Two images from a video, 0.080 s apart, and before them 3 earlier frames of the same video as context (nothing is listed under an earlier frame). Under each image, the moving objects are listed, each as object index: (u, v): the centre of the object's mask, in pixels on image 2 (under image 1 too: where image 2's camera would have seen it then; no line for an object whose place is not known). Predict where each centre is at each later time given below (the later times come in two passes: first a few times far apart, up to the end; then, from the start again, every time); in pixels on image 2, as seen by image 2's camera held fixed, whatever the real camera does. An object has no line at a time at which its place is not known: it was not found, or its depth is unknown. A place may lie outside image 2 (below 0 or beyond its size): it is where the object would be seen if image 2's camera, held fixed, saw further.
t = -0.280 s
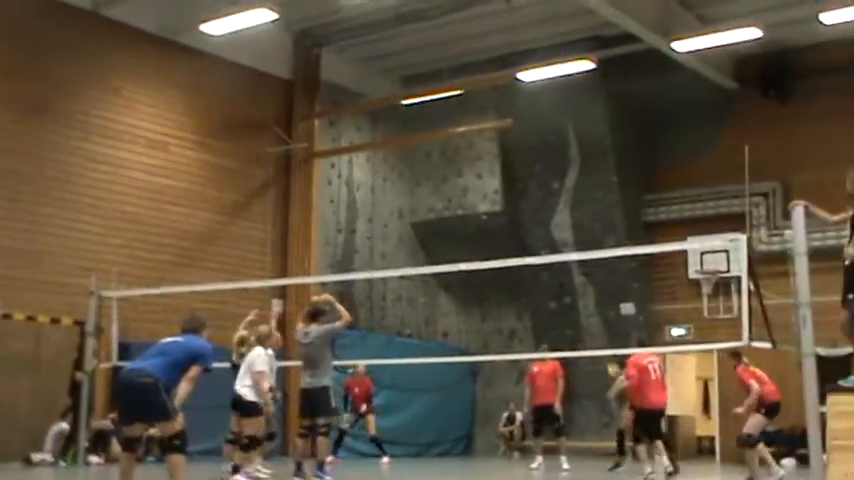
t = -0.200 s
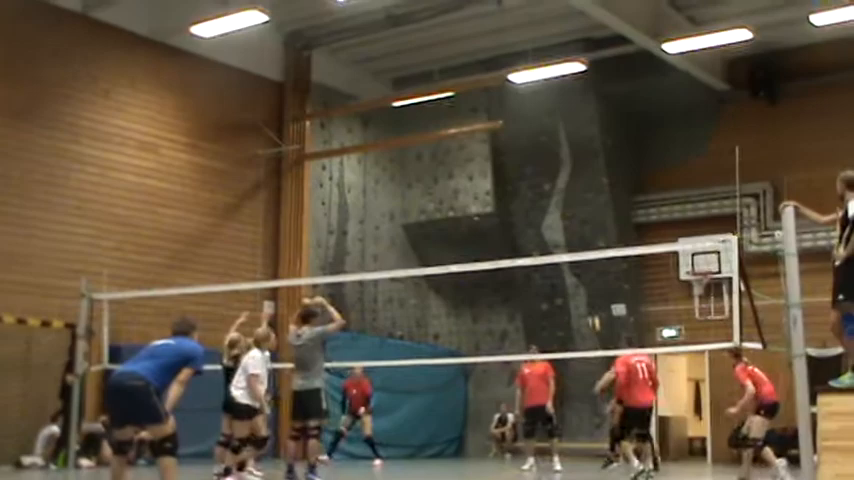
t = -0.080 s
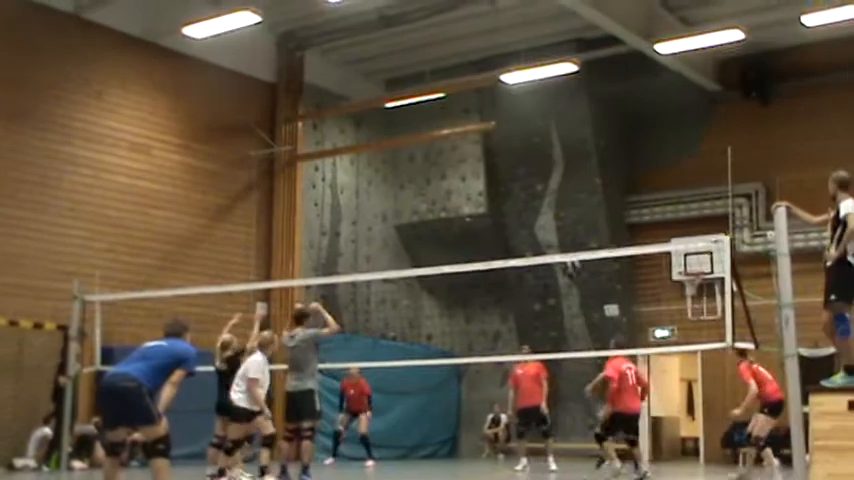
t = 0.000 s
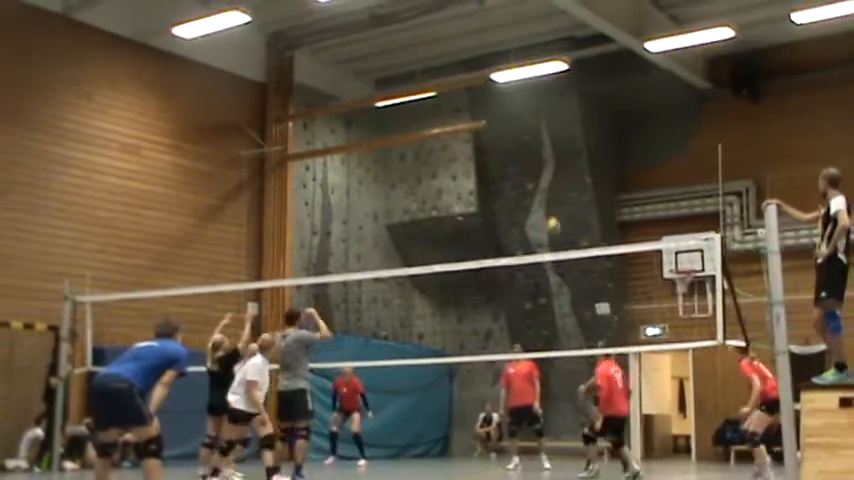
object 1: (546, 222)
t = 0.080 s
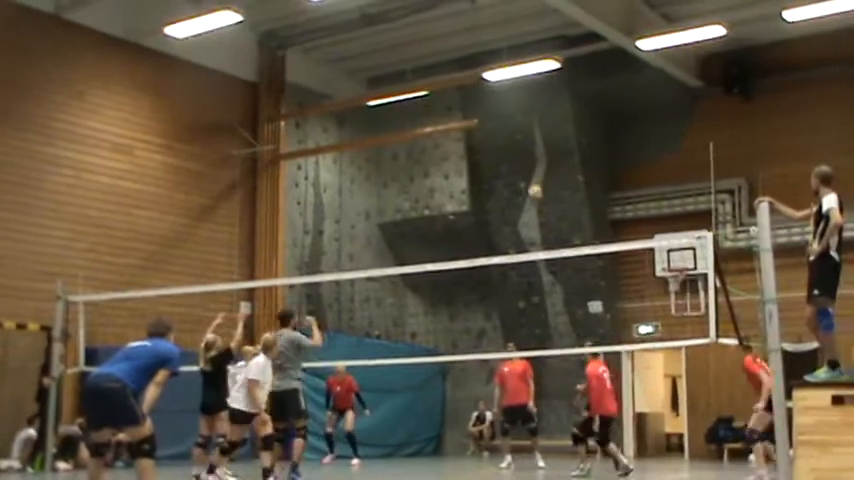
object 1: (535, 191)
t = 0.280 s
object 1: (511, 134)
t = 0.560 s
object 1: (476, 96)
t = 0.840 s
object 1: (440, 116)
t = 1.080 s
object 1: (408, 182)
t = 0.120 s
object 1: (530, 176)
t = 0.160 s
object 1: (525, 164)
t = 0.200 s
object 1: (520, 151)
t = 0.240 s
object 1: (516, 141)
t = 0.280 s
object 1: (511, 134)
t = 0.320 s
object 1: (506, 126)
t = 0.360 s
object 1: (501, 118)
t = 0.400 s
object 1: (495, 111)
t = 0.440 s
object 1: (490, 106)
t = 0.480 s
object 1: (486, 101)
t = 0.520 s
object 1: (480, 98)
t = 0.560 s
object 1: (476, 96)
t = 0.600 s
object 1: (471, 95)
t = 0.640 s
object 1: (467, 96)
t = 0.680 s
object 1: (461, 99)
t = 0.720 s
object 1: (456, 101)
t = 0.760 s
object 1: (450, 105)
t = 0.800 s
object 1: (445, 110)
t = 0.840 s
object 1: (440, 116)
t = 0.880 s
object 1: (435, 123)
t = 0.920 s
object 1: (429, 133)
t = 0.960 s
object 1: (424, 142)
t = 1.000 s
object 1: (420, 153)
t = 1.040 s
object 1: (415, 165)
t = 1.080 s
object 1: (408, 182)
